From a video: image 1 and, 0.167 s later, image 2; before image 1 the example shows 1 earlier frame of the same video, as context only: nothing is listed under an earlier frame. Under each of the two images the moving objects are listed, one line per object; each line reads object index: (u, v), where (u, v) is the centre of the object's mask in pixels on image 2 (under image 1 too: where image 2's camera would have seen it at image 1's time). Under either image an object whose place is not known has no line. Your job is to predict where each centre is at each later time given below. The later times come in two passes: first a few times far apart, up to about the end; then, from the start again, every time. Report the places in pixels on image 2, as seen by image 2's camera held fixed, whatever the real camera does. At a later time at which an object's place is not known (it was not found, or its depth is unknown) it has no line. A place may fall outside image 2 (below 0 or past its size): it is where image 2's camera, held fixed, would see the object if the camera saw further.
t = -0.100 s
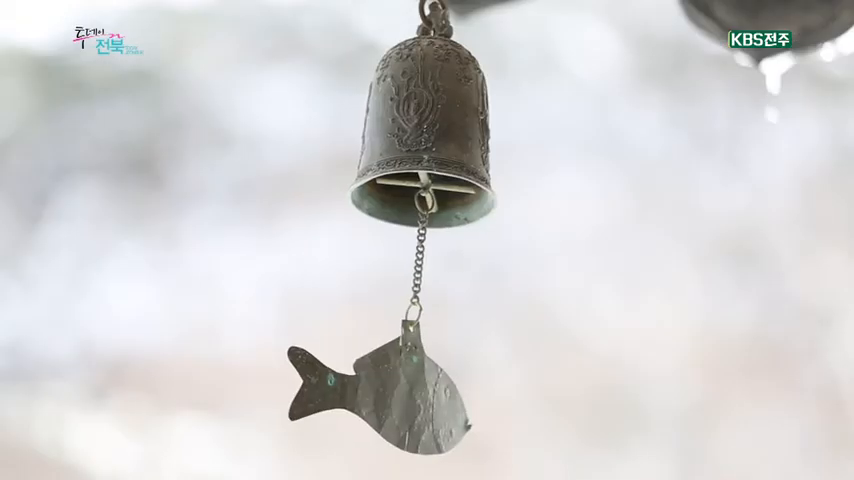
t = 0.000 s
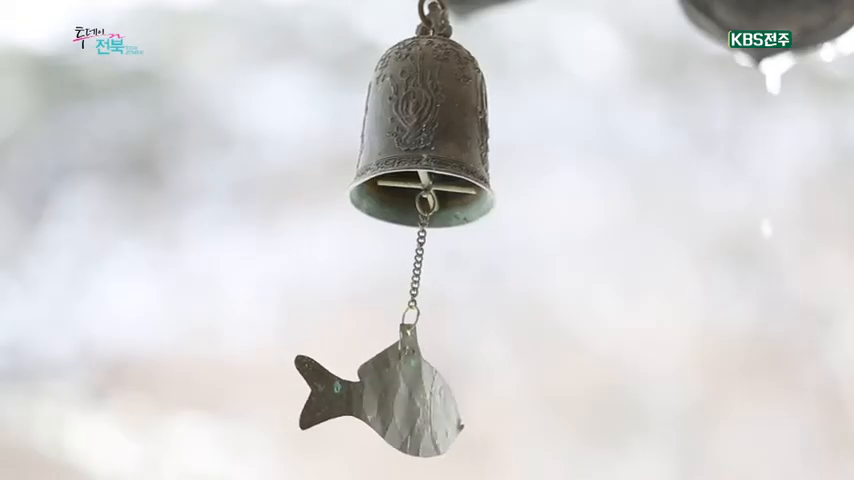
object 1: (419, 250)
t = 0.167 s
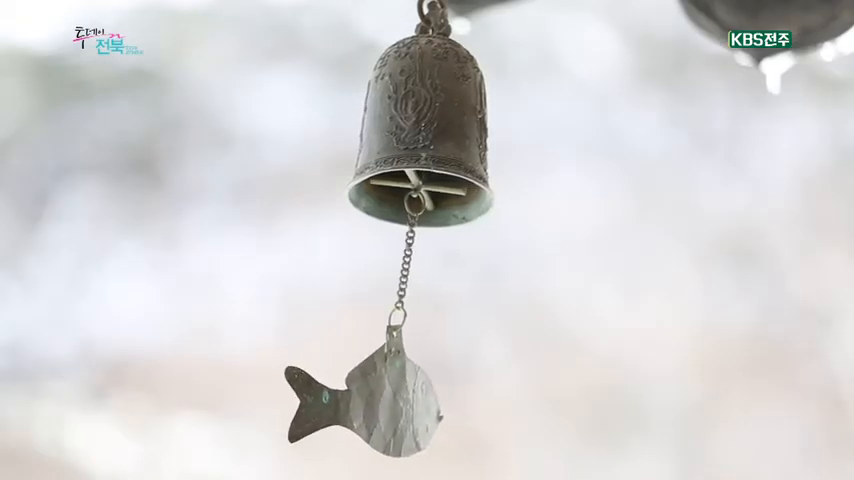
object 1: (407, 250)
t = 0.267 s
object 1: (401, 249)
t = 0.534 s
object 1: (404, 249)
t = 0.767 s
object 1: (406, 245)
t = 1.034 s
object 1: (406, 249)
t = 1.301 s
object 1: (418, 251)
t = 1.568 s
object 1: (413, 248)
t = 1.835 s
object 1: (416, 249)
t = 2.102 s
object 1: (421, 246)
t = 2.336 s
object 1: (413, 250)
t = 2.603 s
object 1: (417, 254)
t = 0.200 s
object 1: (404, 249)
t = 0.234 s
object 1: (402, 249)
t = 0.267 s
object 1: (401, 249)
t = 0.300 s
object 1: (401, 249)
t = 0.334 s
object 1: (402, 249)
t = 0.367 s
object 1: (401, 250)
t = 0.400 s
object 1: (401, 249)
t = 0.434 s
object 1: (401, 250)
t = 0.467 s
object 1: (401, 255)
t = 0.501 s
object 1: (404, 249)
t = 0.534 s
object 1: (404, 249)
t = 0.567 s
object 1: (404, 247)
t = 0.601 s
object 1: (403, 246)
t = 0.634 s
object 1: (403, 245)
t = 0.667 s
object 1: (403, 246)
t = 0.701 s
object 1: (405, 245)
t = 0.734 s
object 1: (405, 245)
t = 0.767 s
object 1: (406, 245)
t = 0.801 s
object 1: (406, 245)
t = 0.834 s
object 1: (405, 246)
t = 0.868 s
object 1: (406, 247)
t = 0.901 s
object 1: (407, 248)
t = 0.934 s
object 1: (407, 248)
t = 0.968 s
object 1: (407, 248)
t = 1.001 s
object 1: (407, 249)
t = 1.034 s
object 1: (406, 249)
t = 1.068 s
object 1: (406, 249)
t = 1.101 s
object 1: (408, 248)
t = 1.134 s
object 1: (409, 250)
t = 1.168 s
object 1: (411, 250)
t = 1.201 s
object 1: (413, 250)
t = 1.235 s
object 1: (414, 251)
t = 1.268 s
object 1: (416, 254)
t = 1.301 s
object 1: (418, 251)
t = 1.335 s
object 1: (419, 254)
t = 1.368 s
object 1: (419, 253)
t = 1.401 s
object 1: (418, 253)
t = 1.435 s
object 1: (417, 249)
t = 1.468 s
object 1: (416, 249)
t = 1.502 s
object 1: (414, 248)
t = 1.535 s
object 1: (413, 251)
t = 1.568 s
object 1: (413, 248)
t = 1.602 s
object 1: (411, 252)
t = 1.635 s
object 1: (411, 249)
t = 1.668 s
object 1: (412, 249)
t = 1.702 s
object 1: (412, 249)
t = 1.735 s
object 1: (414, 249)
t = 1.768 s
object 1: (415, 253)
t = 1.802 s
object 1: (416, 249)
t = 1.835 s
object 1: (416, 249)
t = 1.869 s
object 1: (417, 249)
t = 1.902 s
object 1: (417, 248)
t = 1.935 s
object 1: (418, 247)
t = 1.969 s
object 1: (418, 247)
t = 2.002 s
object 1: (418, 251)
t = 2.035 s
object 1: (420, 246)
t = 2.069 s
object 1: (420, 246)
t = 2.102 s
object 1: (421, 246)
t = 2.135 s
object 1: (422, 246)
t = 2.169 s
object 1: (422, 250)
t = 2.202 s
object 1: (421, 250)
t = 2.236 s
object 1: (419, 250)
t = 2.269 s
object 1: (417, 250)
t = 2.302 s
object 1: (416, 248)
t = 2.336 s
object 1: (413, 250)
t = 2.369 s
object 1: (411, 249)
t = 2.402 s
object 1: (410, 252)
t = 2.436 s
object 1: (409, 249)
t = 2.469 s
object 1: (409, 252)
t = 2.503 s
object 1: (410, 253)
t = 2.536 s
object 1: (412, 253)
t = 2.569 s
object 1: (415, 254)
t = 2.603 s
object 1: (417, 254)
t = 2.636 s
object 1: (419, 254)
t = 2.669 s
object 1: (421, 255)
